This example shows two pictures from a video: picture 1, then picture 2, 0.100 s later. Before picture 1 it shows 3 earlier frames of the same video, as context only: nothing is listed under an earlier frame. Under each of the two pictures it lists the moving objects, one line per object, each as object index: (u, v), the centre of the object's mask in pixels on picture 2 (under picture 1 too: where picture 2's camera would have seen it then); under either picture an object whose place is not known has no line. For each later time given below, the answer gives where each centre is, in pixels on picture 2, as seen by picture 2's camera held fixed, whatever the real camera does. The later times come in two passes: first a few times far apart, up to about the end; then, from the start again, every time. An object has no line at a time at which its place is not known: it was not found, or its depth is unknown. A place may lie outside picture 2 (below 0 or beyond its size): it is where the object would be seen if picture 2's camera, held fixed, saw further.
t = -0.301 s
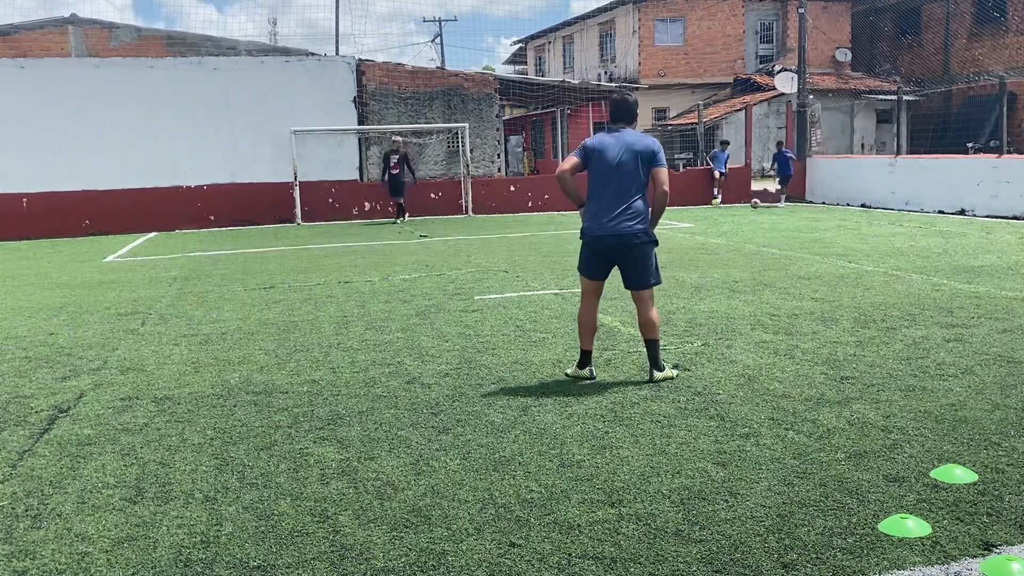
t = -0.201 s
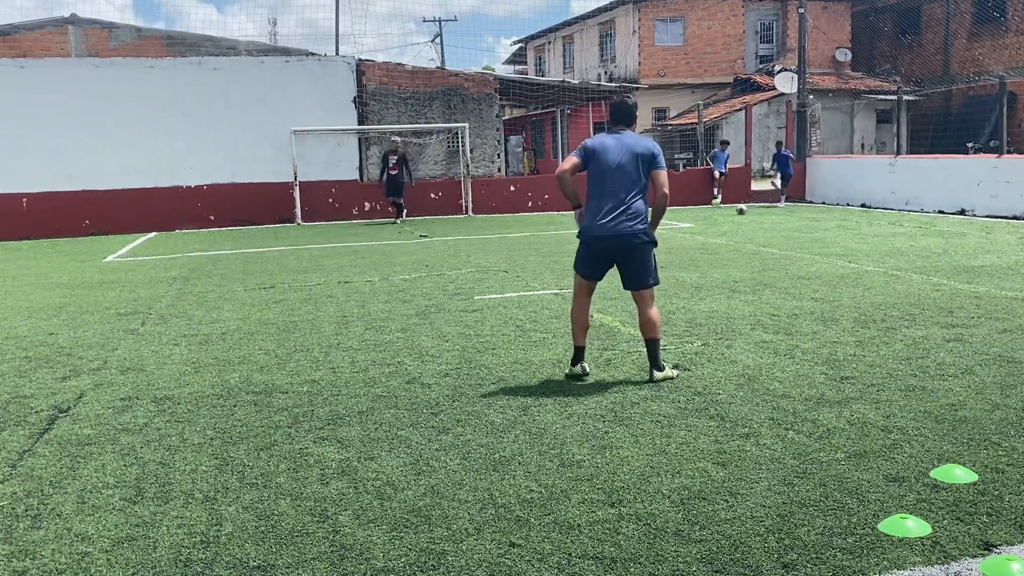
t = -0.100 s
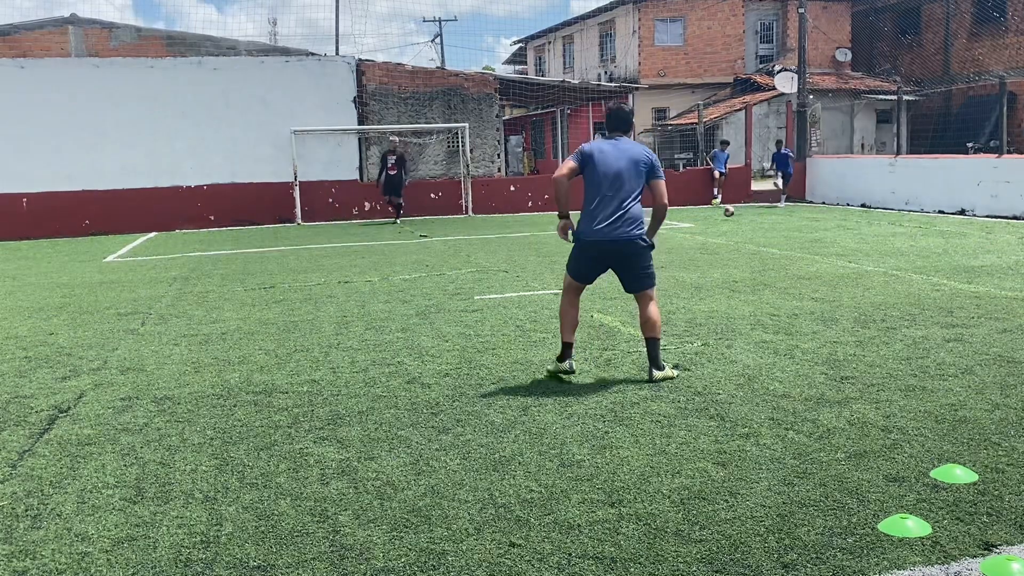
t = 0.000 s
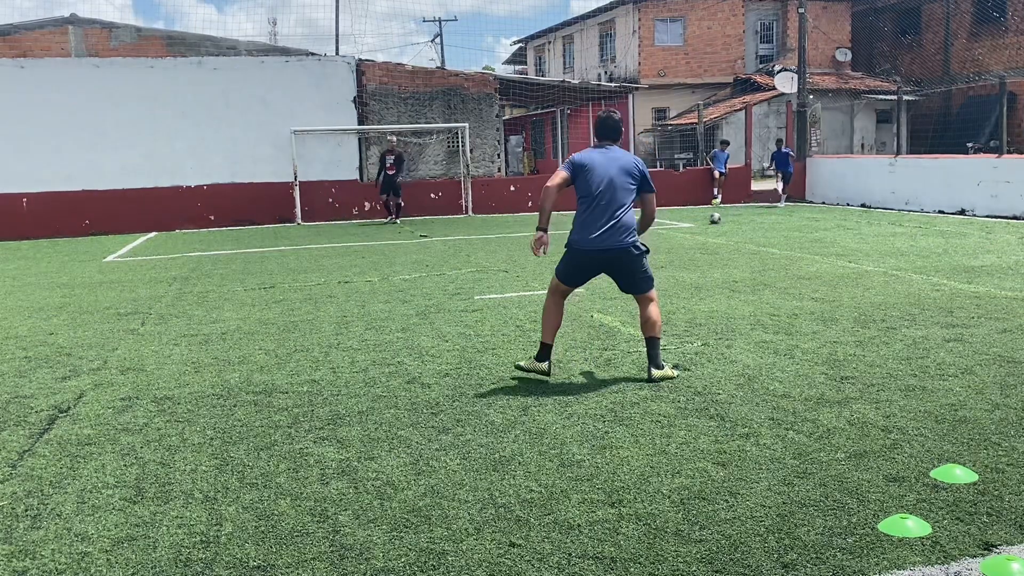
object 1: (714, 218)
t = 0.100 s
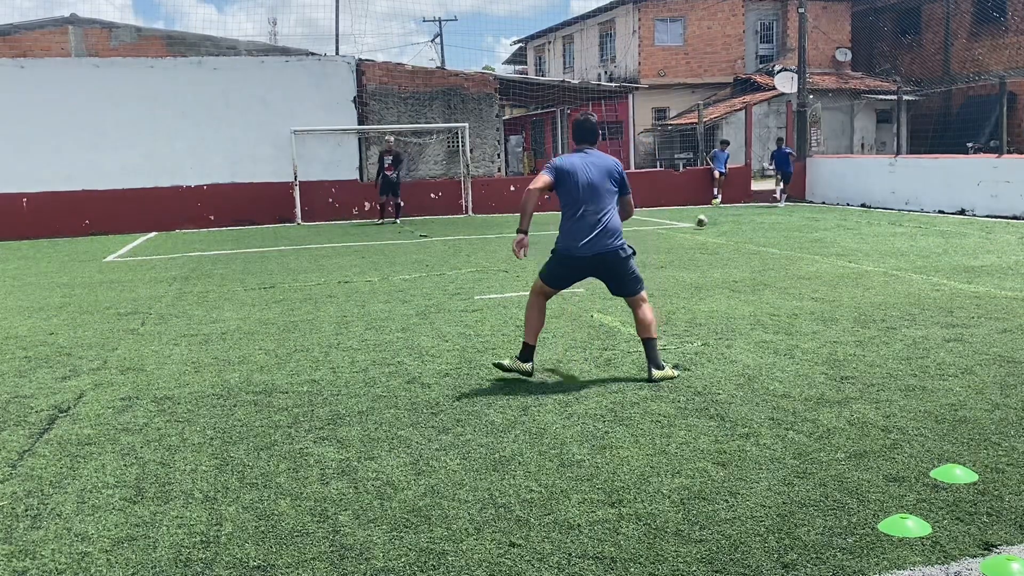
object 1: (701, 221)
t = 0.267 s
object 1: (678, 229)
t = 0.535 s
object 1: (640, 237)
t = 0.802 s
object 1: (600, 256)
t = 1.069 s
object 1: (550, 273)
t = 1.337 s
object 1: (484, 306)
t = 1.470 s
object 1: (442, 326)
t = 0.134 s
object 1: (696, 223)
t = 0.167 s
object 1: (691, 225)
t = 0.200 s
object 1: (685, 228)
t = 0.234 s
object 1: (681, 230)
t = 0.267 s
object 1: (678, 229)
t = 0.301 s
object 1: (672, 230)
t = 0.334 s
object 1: (668, 231)
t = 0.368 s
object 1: (663, 233)
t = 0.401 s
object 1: (658, 236)
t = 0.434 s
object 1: (653, 240)
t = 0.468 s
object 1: (649, 239)
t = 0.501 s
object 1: (644, 237)
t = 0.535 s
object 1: (640, 237)
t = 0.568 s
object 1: (635, 237)
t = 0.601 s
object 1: (630, 238)
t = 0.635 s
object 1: (626, 240)
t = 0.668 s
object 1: (621, 243)
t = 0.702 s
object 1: (616, 247)
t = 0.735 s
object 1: (611, 252)
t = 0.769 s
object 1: (605, 258)
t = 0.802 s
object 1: (600, 256)
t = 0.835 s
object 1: (594, 254)
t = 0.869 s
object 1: (589, 254)
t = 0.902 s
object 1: (582, 254)
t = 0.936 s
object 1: (576, 255)
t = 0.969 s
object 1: (570, 258)
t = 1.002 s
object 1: (563, 261)
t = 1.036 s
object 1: (556, 266)
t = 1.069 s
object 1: (550, 273)
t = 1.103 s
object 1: (542, 281)
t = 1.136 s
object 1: (535, 285)
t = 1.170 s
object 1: (527, 284)
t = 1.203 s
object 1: (518, 286)
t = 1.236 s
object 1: (511, 289)
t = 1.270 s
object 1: (502, 293)
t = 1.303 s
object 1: (493, 299)
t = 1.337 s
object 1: (484, 306)
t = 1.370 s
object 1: (474, 312)
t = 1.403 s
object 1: (464, 317)
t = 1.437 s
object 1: (453, 320)
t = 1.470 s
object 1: (442, 326)
